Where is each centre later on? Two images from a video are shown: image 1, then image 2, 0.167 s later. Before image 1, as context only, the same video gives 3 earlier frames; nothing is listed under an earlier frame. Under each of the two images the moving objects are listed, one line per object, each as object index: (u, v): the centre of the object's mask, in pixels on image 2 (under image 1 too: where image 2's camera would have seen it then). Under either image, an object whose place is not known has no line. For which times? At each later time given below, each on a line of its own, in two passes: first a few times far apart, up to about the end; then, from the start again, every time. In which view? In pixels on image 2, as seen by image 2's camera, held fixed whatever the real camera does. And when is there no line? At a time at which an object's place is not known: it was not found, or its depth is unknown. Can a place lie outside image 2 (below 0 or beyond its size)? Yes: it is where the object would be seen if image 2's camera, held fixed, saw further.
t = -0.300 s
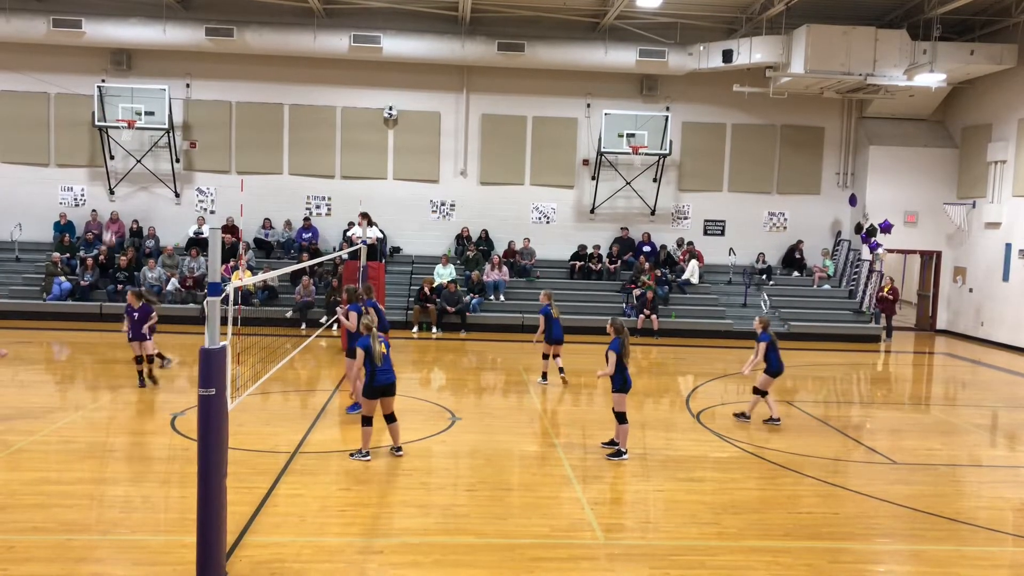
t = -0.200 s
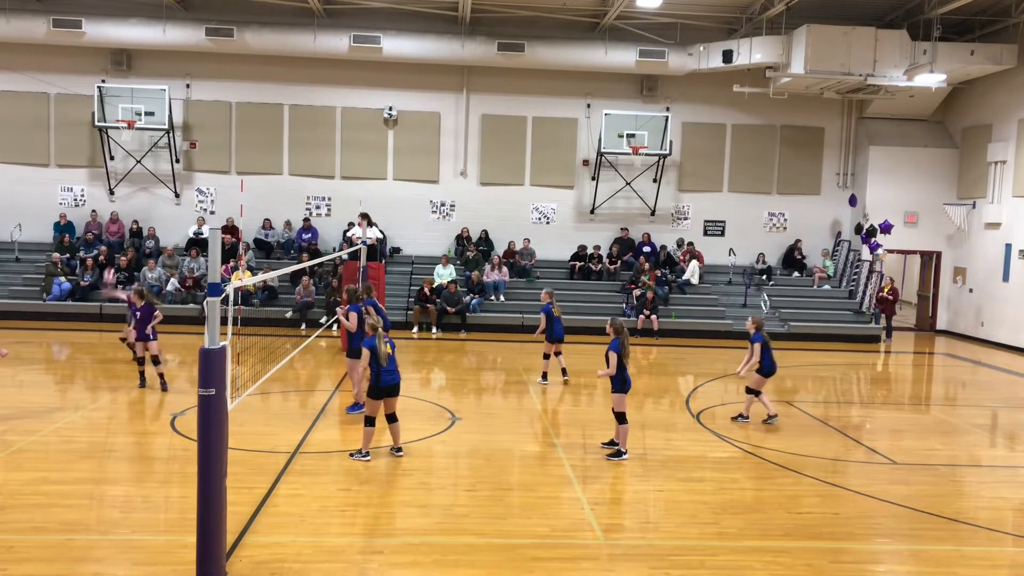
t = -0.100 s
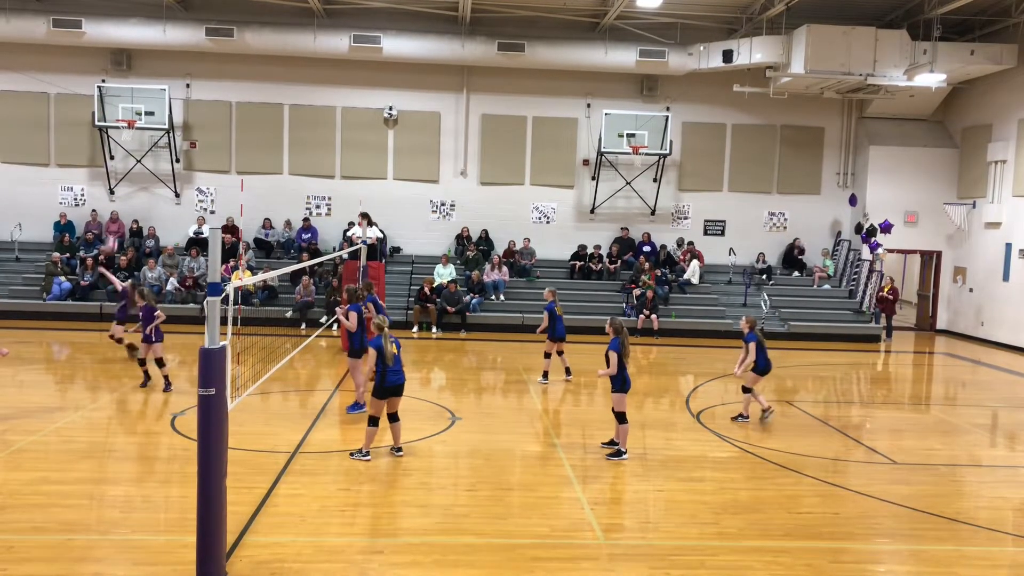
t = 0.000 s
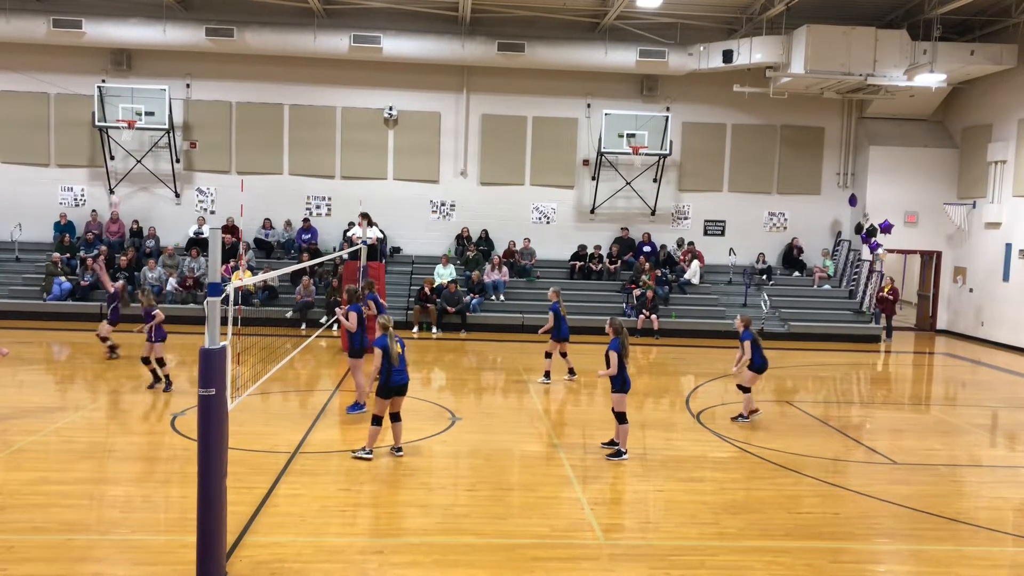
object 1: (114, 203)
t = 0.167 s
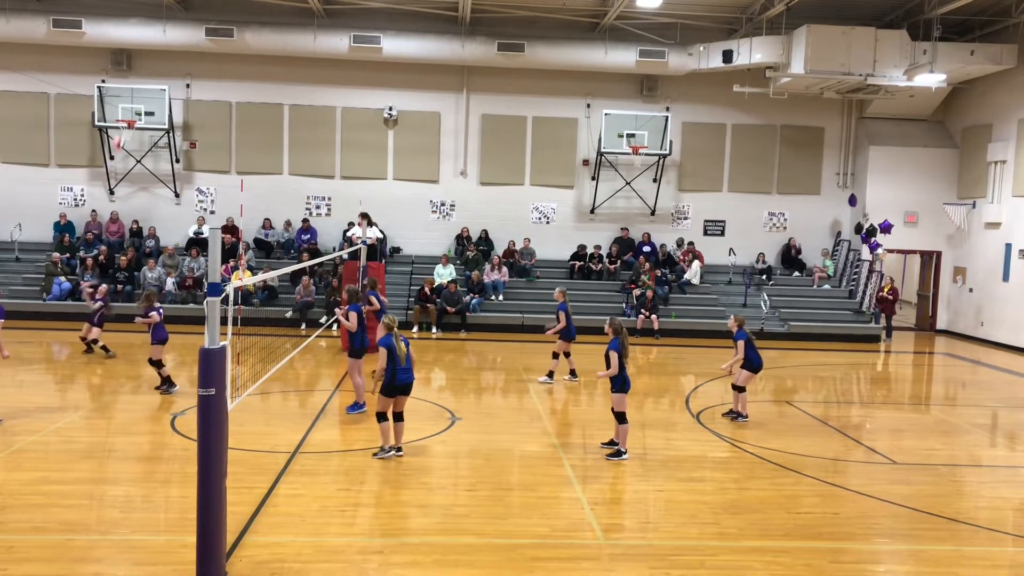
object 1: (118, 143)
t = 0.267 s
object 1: (121, 115)
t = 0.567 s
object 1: (128, 64)
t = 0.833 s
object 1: (138, 64)
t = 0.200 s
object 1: (118, 132)
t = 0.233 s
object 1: (120, 123)
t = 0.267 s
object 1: (121, 115)
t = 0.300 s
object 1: (121, 108)
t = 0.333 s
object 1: (122, 99)
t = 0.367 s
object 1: (123, 93)
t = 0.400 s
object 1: (124, 85)
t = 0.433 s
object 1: (125, 79)
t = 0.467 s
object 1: (126, 74)
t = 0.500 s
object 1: (127, 70)
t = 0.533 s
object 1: (128, 66)
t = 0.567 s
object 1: (128, 64)
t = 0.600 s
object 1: (130, 61)
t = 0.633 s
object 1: (131, 59)
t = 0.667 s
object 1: (132, 59)
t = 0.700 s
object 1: (133, 58)
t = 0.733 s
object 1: (134, 59)
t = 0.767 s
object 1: (135, 60)
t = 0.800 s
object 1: (136, 62)
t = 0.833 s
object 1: (138, 64)
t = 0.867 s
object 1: (138, 68)
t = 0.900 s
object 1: (140, 72)
